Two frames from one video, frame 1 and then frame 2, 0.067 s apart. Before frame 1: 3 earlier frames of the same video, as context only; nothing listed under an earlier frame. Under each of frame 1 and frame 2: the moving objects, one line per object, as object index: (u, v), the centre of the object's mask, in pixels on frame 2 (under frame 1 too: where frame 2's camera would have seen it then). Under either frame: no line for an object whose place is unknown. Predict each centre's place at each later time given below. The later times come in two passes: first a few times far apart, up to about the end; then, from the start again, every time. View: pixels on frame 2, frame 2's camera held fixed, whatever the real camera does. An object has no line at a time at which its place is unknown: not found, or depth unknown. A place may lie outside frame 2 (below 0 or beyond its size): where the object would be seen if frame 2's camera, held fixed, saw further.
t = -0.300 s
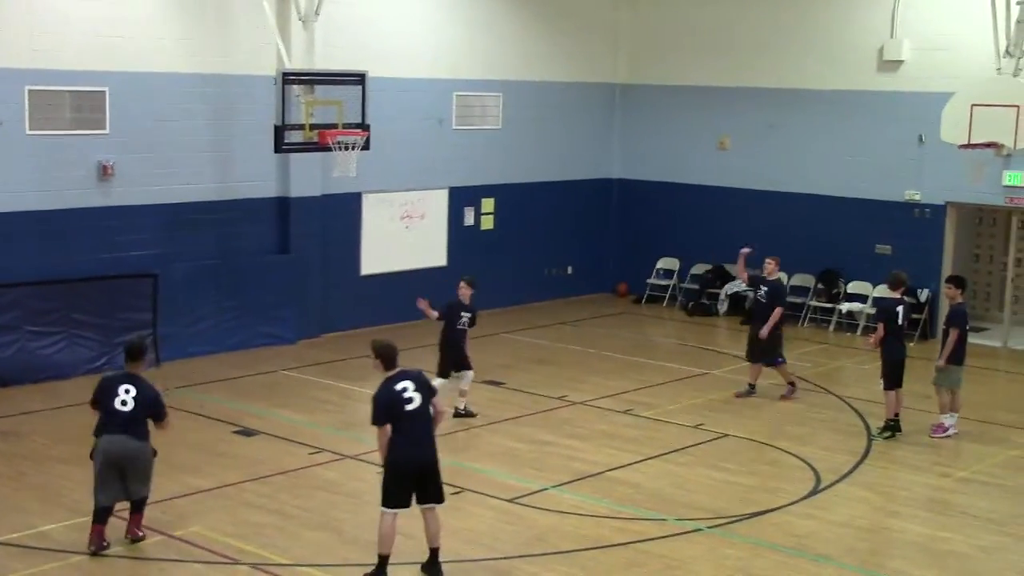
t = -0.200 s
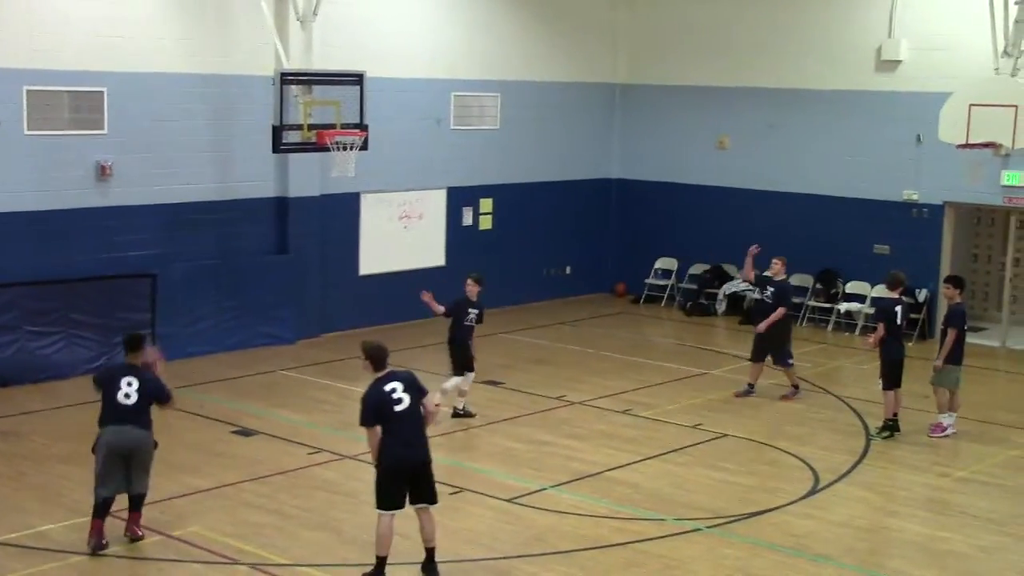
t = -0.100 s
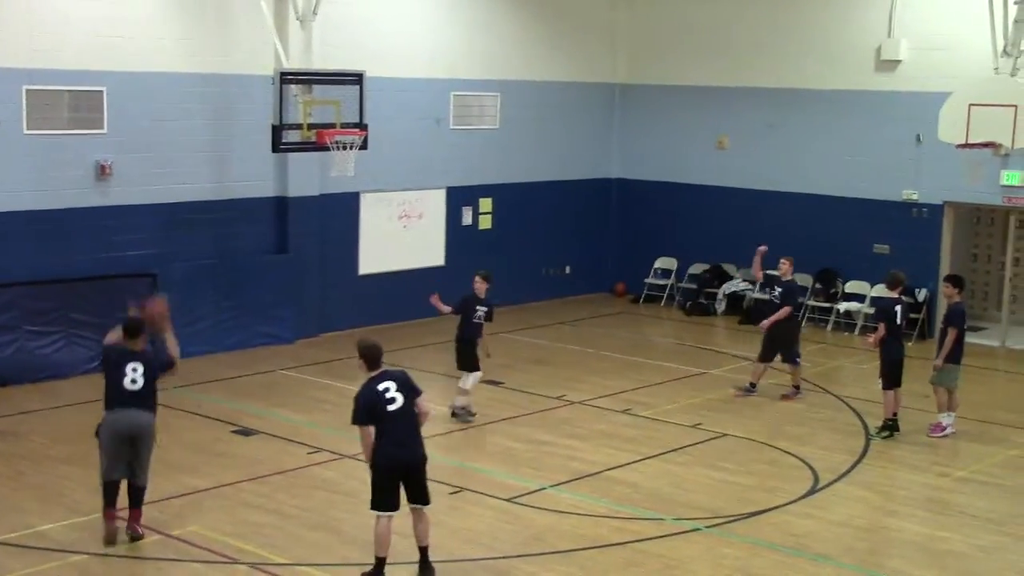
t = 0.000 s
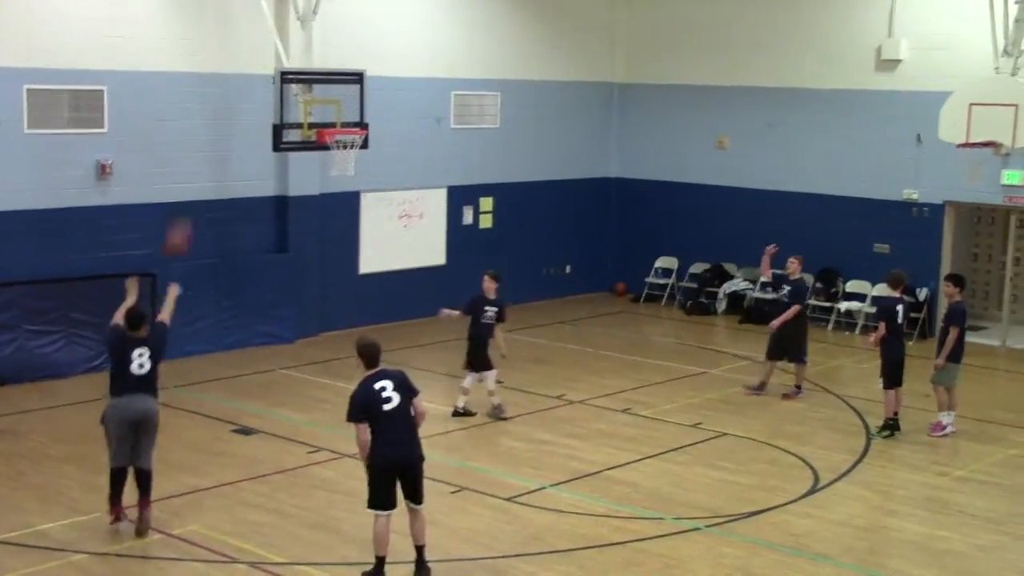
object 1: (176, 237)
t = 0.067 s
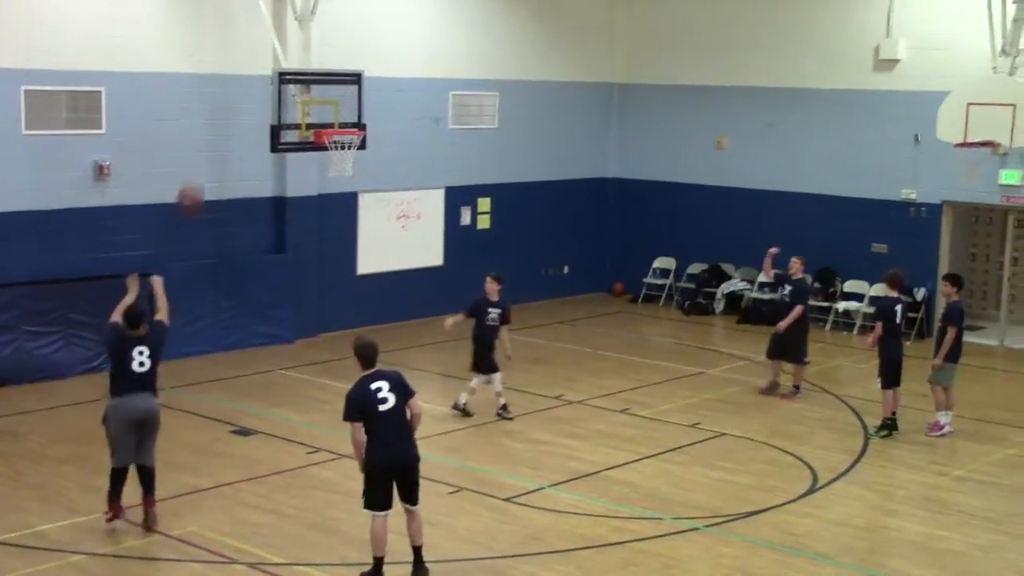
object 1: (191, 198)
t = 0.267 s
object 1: (231, 109)
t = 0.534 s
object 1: (276, 67)
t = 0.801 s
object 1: (315, 92)
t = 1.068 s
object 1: (349, 116)
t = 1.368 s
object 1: (387, 108)
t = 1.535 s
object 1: (408, 138)
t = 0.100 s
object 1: (198, 179)
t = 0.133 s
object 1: (205, 161)
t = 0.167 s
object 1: (211, 147)
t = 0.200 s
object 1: (218, 134)
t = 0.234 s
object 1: (225, 121)
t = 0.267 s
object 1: (231, 109)
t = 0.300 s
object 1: (238, 100)
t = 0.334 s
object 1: (243, 91)
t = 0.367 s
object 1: (249, 85)
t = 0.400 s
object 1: (255, 79)
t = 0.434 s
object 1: (261, 75)
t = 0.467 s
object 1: (266, 70)
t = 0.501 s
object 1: (271, 68)
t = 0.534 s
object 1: (276, 67)
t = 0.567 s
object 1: (282, 67)
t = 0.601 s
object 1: (287, 67)
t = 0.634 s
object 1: (292, 69)
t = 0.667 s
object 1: (297, 71)
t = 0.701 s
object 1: (302, 77)
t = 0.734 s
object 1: (307, 81)
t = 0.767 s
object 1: (311, 86)
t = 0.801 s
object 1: (315, 92)
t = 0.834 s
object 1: (319, 100)
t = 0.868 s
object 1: (325, 108)
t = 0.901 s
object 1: (328, 117)
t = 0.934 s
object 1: (332, 122)
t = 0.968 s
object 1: (337, 122)
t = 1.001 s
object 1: (341, 123)
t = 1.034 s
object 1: (343, 122)
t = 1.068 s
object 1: (349, 116)
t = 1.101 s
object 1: (354, 111)
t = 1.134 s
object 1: (358, 108)
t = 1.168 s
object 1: (363, 104)
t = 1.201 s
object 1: (366, 103)
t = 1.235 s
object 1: (370, 102)
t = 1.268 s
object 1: (375, 102)
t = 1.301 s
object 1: (379, 103)
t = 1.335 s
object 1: (384, 105)
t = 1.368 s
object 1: (387, 108)
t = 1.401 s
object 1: (391, 112)
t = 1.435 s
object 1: (396, 117)
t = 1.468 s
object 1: (400, 123)
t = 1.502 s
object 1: (404, 130)
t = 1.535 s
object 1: (408, 138)
